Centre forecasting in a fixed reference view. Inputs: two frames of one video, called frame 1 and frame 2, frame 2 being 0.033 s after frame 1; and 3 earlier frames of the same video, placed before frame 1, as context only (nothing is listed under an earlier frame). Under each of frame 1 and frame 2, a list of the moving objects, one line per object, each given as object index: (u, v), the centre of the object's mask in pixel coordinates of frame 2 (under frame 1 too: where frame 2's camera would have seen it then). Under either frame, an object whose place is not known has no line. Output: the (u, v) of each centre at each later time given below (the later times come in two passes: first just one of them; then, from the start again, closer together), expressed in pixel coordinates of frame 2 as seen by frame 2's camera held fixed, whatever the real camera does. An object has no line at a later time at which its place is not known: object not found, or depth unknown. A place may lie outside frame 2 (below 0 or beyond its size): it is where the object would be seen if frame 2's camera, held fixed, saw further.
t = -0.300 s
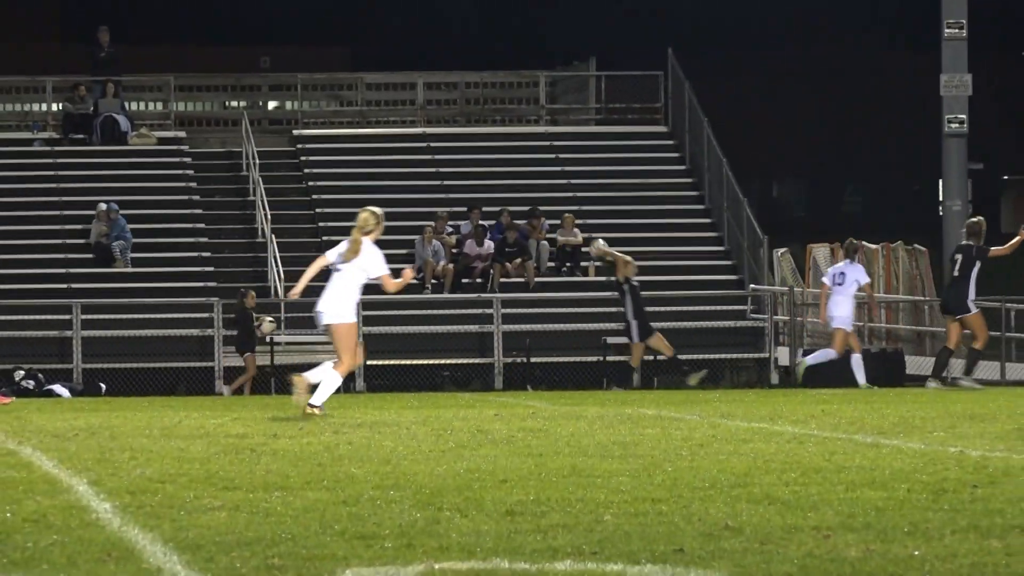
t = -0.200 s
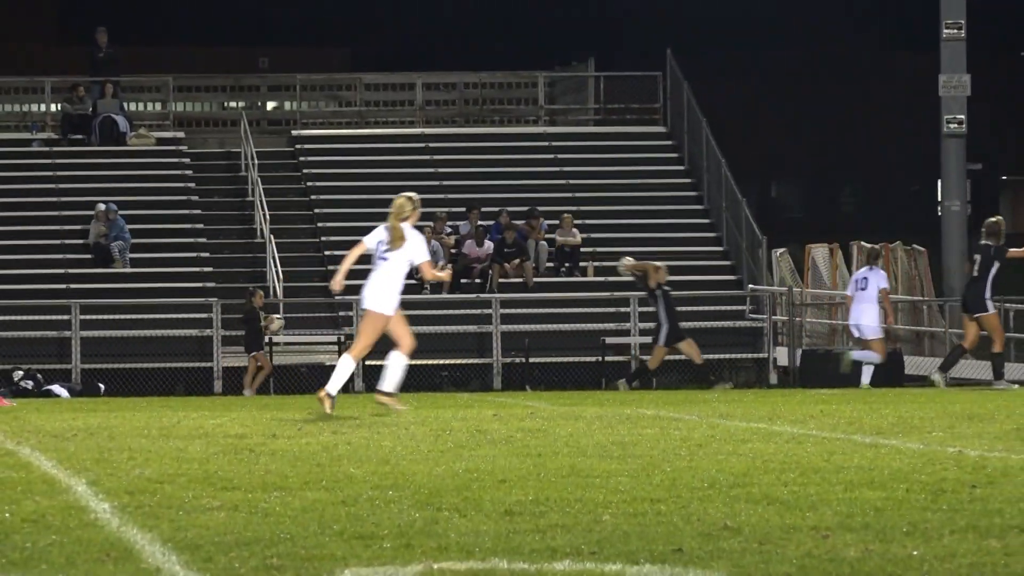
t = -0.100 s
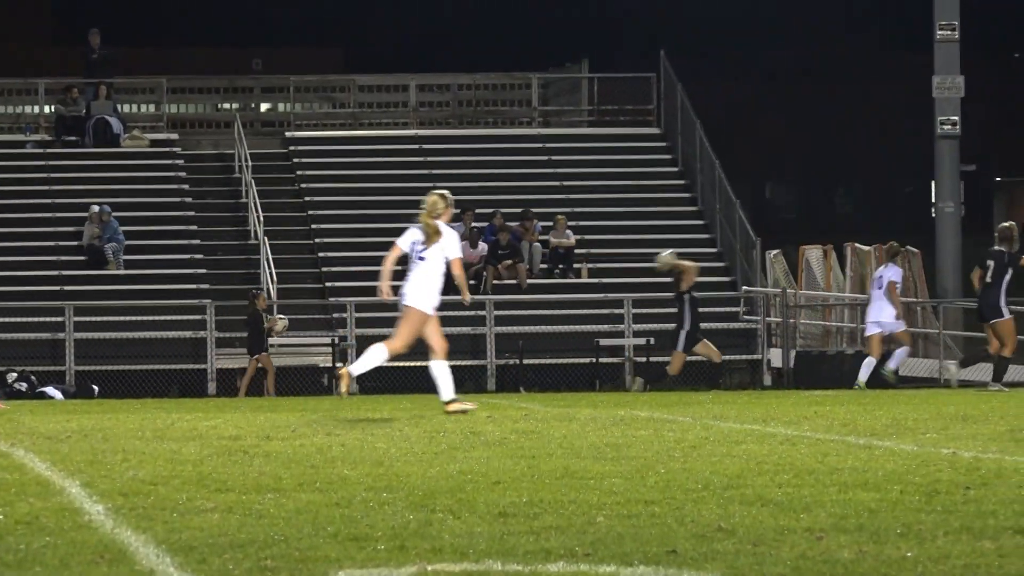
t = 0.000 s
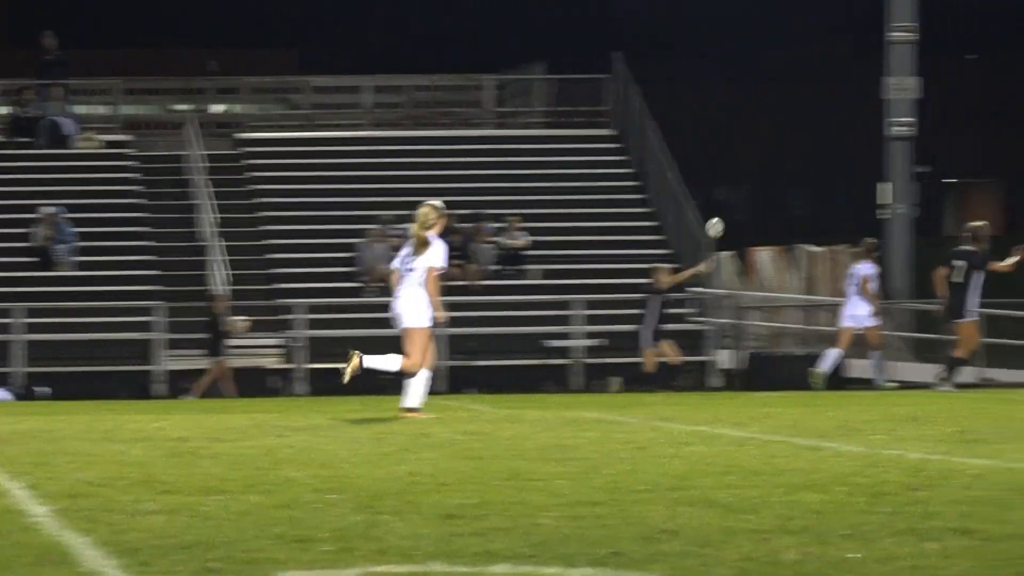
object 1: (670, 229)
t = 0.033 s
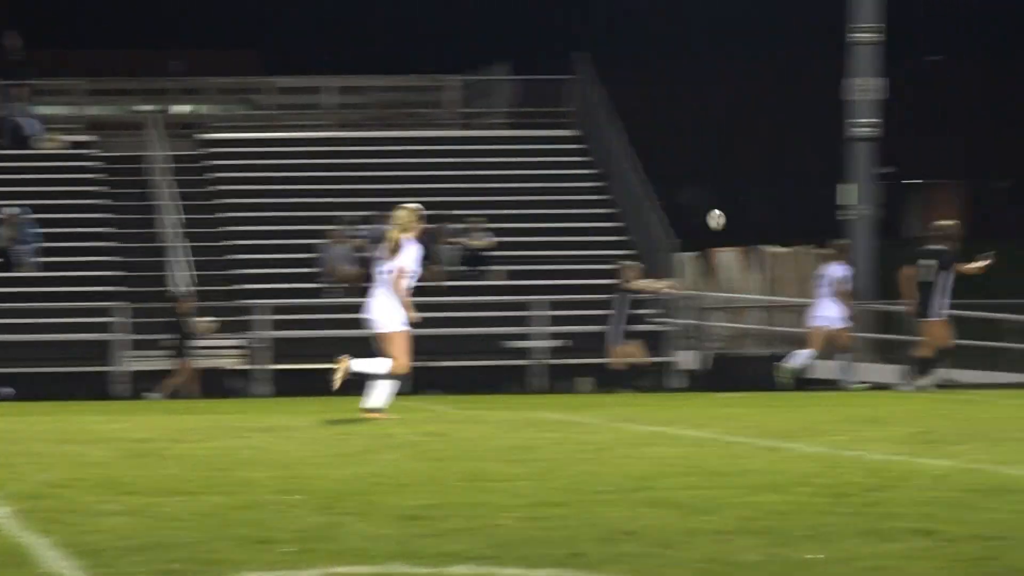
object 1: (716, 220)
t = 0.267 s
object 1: (996, 180)
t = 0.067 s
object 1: (750, 211)
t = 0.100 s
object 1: (790, 203)
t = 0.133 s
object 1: (831, 196)
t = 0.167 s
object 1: (871, 191)
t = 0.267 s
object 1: (996, 180)
